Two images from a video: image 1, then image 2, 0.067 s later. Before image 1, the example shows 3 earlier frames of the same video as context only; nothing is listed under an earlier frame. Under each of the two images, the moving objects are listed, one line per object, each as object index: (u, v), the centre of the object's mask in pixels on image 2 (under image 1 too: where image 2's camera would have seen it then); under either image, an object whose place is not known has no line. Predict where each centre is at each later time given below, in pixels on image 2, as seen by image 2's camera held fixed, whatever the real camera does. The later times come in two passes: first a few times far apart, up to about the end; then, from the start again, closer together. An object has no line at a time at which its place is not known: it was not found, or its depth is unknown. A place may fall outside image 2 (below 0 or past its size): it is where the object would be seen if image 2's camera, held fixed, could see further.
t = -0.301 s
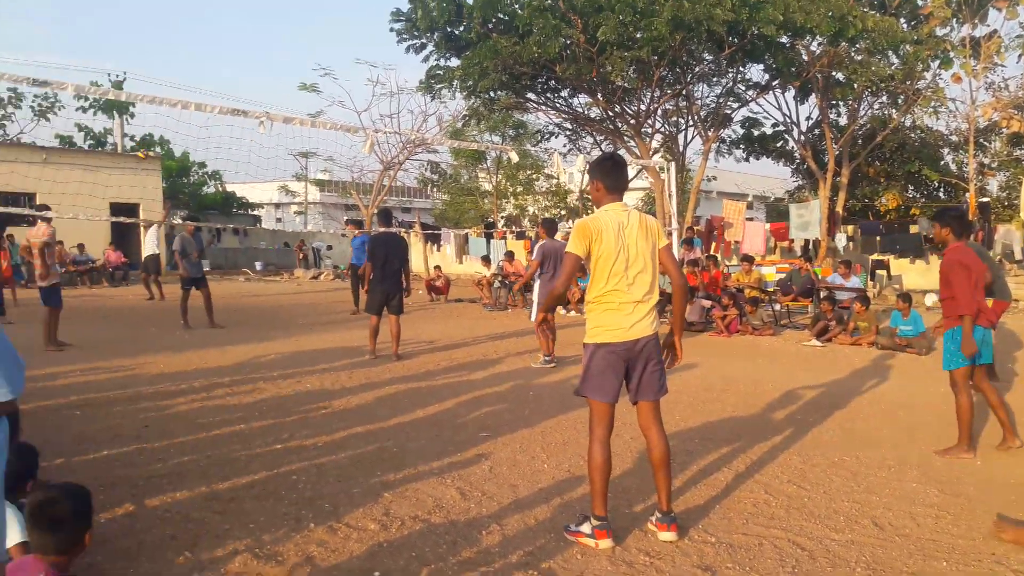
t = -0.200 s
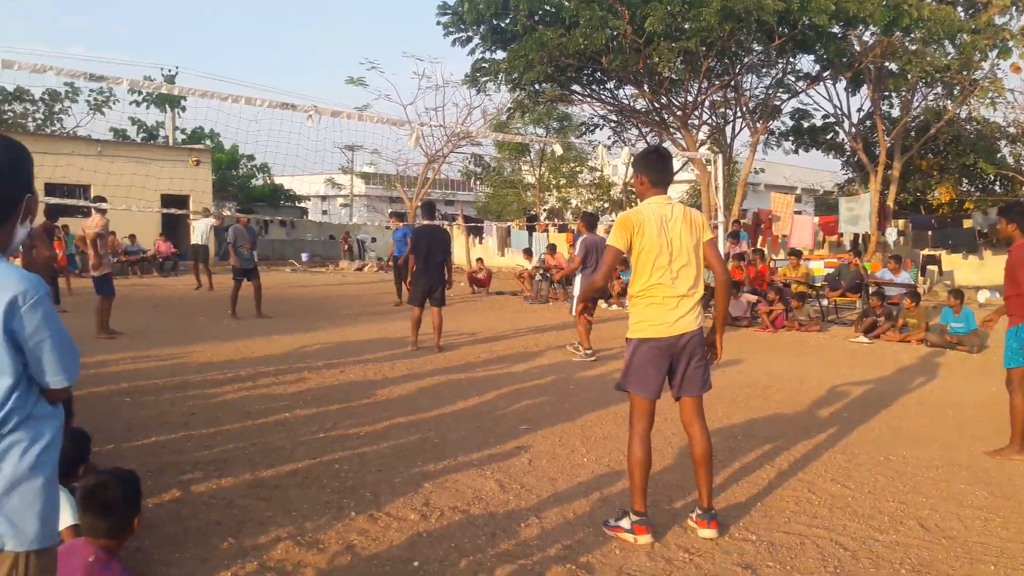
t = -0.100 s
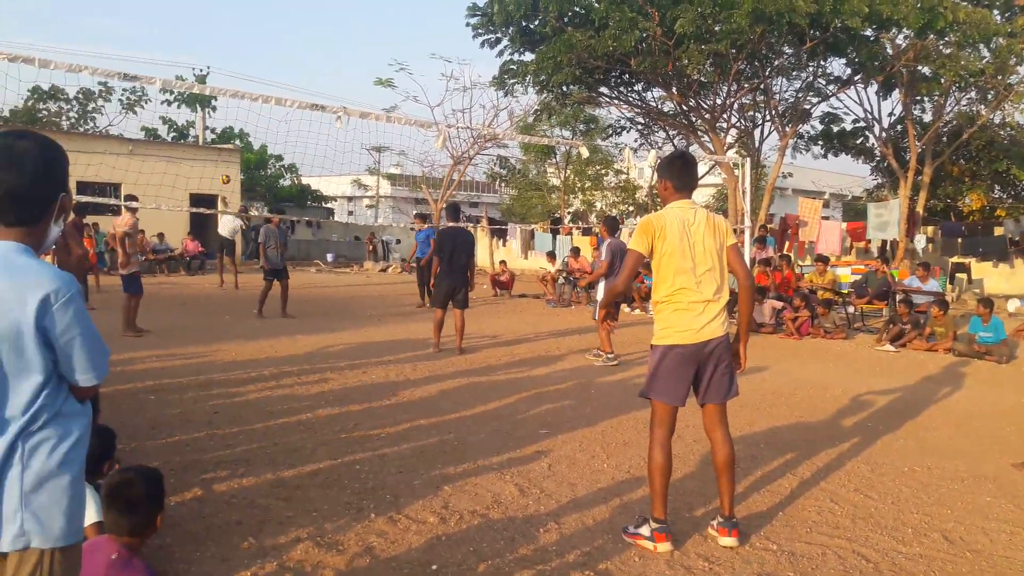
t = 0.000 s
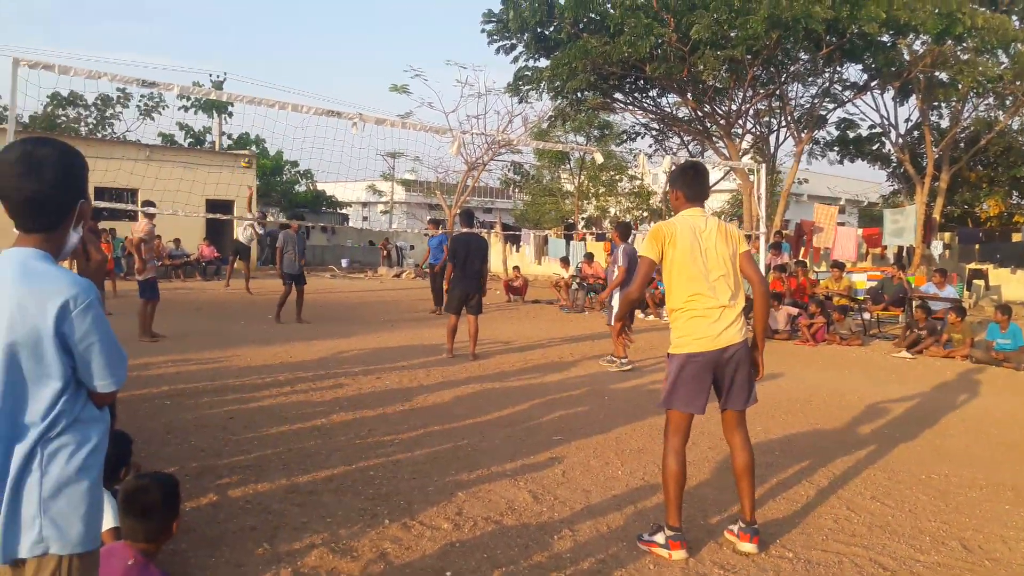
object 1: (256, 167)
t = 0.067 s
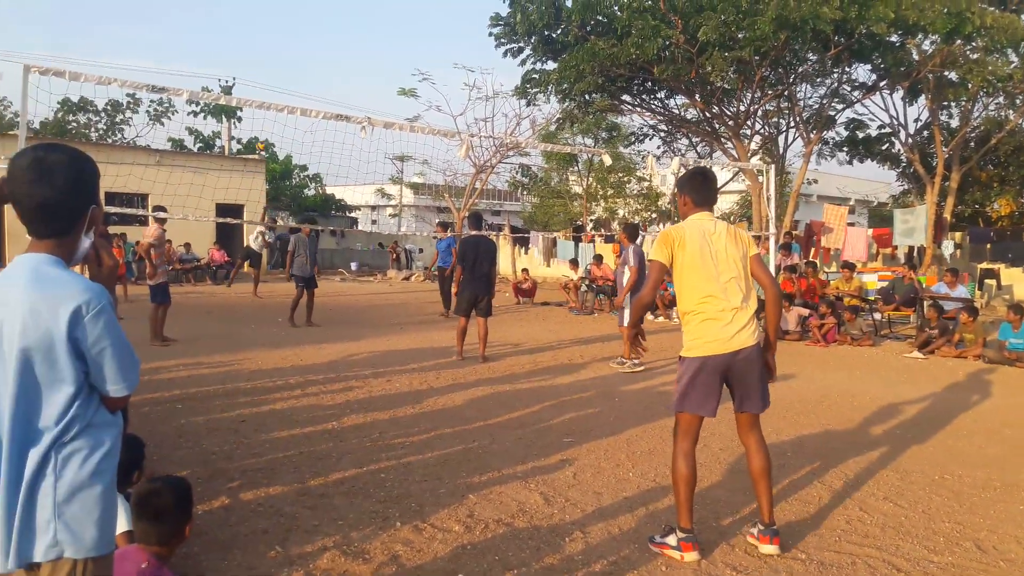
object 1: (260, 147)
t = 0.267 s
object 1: (289, 90)
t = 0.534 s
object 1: (351, 61)
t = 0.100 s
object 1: (266, 136)
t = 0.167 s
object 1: (274, 117)
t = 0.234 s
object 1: (283, 98)
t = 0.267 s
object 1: (289, 90)
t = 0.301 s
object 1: (295, 84)
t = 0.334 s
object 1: (301, 78)
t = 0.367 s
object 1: (307, 72)
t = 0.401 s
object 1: (315, 67)
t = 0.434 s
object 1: (323, 65)
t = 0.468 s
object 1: (332, 62)
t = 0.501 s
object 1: (341, 61)
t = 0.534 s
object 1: (351, 61)
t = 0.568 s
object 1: (361, 62)
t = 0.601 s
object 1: (372, 65)
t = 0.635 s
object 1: (384, 69)
